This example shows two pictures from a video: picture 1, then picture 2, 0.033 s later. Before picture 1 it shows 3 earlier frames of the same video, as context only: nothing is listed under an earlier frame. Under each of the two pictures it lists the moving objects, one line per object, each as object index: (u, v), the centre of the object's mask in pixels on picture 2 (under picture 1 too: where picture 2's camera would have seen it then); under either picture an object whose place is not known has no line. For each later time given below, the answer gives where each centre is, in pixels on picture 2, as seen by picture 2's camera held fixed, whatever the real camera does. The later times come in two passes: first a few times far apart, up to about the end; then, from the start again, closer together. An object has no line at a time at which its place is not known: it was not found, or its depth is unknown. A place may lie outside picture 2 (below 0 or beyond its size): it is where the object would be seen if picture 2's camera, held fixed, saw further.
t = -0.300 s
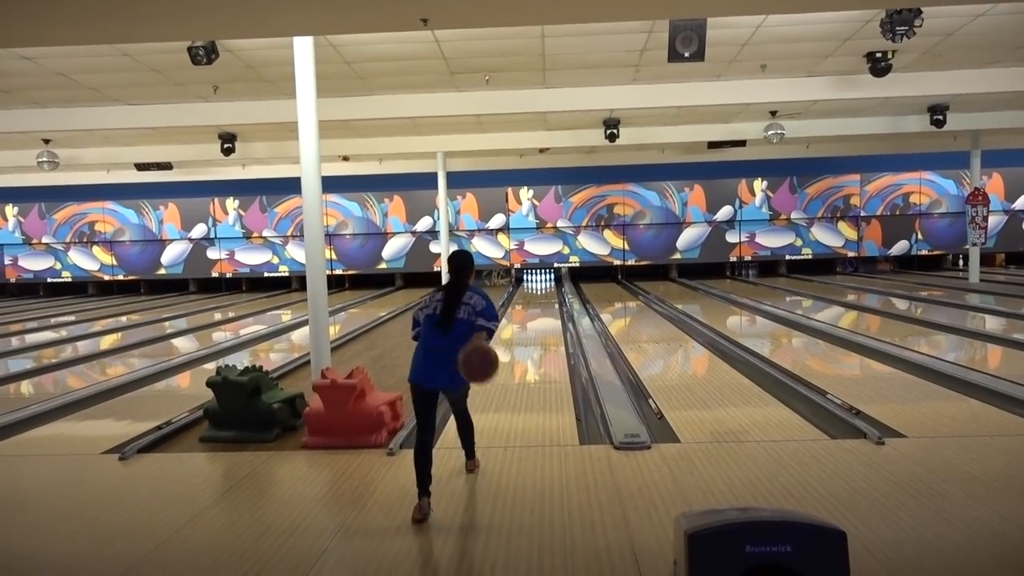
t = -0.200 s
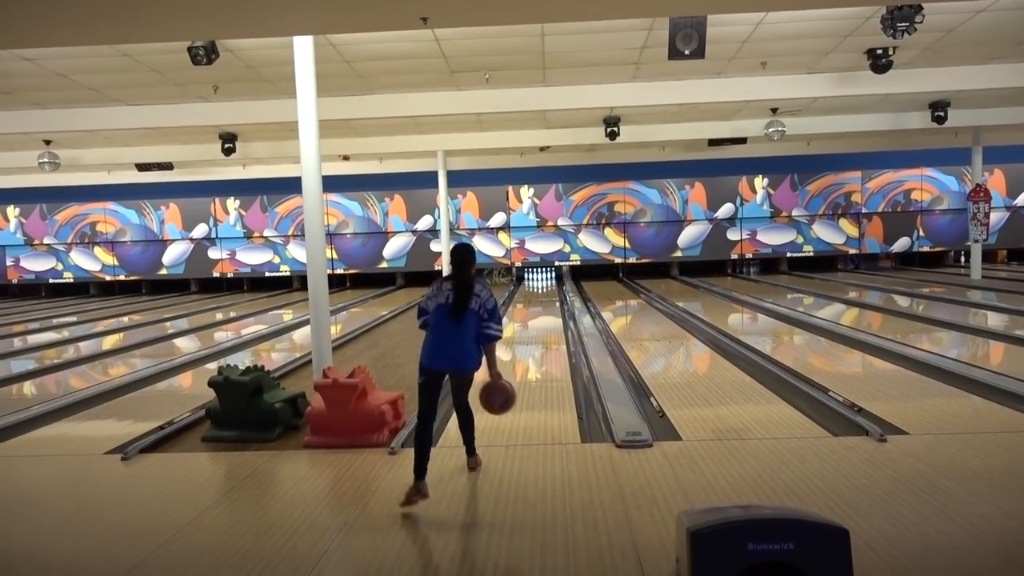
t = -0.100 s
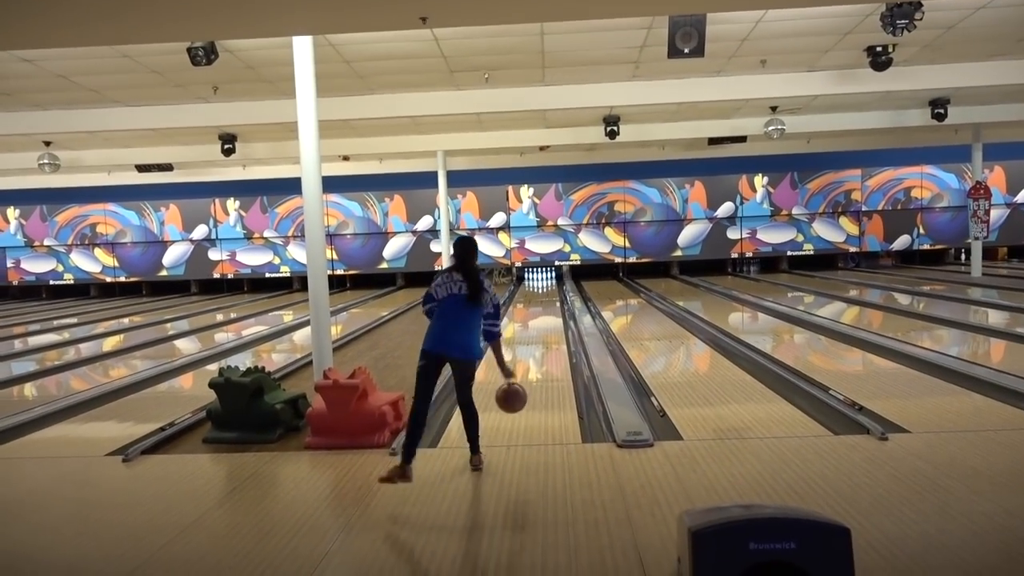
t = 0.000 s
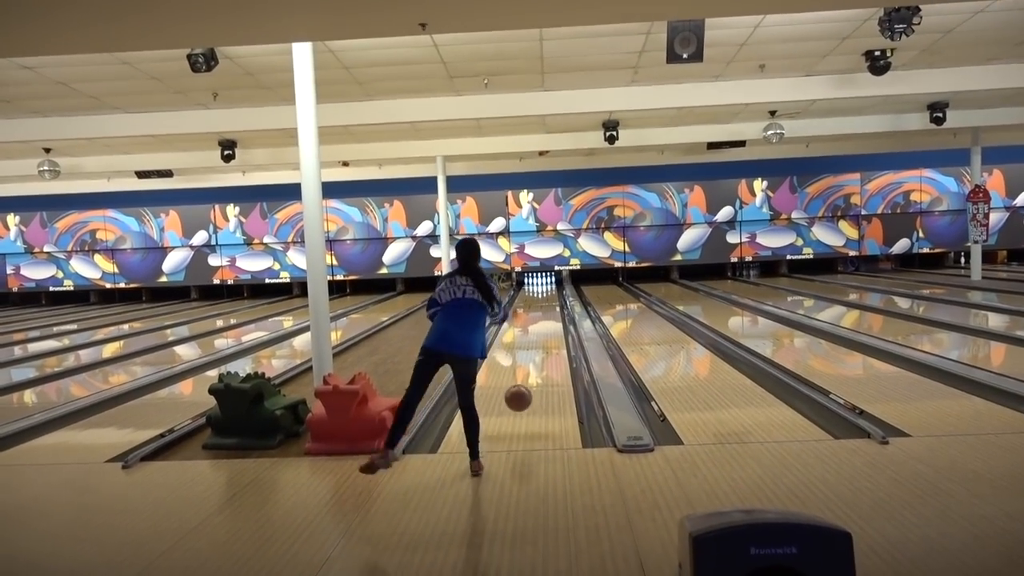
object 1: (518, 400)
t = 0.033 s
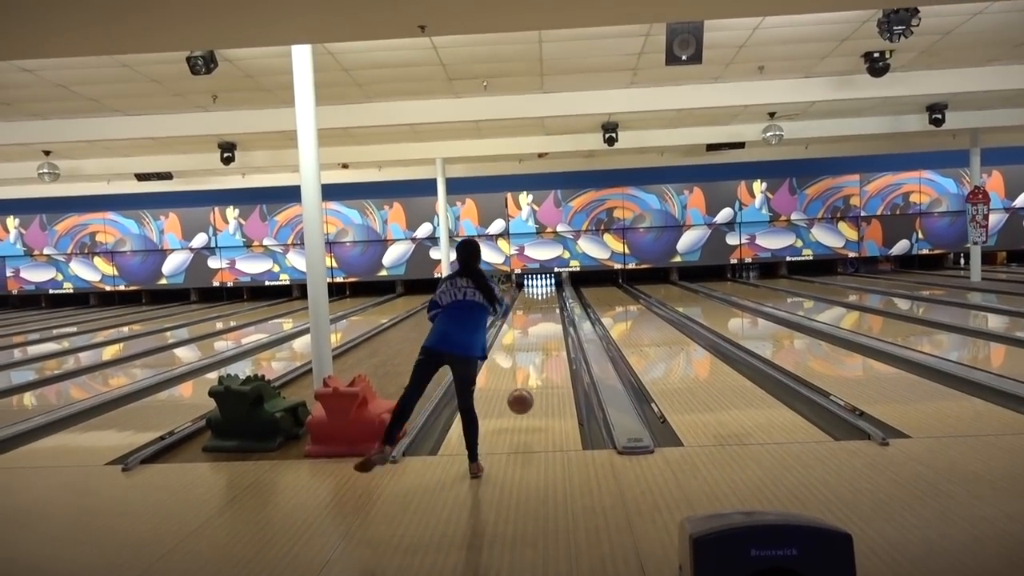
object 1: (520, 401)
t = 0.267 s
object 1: (529, 376)
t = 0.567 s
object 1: (535, 346)
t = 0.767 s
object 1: (537, 333)
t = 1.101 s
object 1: (540, 318)
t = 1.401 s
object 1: (542, 308)
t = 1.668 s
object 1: (542, 302)
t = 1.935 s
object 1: (545, 302)
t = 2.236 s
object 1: (547, 298)
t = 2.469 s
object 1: (548, 296)
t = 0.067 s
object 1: (522, 403)
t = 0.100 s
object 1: (524, 402)
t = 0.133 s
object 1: (525, 394)
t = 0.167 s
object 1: (526, 389)
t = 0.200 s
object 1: (527, 385)
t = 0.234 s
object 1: (528, 381)
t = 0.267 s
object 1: (529, 376)
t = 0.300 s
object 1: (530, 372)
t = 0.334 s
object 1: (530, 368)
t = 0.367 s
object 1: (531, 365)
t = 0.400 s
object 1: (532, 361)
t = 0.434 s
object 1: (532, 358)
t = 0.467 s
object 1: (534, 355)
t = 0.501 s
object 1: (534, 352)
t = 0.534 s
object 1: (535, 349)
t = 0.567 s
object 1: (535, 346)
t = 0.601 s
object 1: (535, 343)
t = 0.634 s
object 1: (536, 341)
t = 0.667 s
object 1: (536, 339)
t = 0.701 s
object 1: (536, 336)
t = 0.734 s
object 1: (537, 335)
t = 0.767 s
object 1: (537, 333)
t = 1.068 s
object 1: (539, 319)
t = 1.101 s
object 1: (540, 318)
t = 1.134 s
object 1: (540, 317)
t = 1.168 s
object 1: (541, 316)
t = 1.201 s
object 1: (541, 315)
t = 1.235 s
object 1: (541, 314)
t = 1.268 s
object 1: (542, 312)
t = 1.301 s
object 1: (542, 311)
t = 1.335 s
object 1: (542, 310)
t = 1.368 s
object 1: (542, 308)
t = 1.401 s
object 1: (542, 308)
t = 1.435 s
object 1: (542, 307)
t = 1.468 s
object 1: (542, 306)
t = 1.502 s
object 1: (542, 306)
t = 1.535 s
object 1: (542, 305)
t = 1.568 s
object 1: (542, 305)
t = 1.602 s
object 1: (542, 304)
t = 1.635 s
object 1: (543, 303)
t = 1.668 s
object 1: (542, 302)
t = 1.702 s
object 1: (543, 302)
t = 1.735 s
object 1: (543, 301)
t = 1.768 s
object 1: (544, 302)
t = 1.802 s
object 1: (544, 302)
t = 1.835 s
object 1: (544, 303)
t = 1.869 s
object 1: (543, 302)
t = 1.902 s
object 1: (543, 302)
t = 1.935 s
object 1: (545, 302)
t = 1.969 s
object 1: (544, 301)
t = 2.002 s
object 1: (544, 300)
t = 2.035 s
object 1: (545, 302)
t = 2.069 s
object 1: (545, 301)
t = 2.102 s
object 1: (545, 301)
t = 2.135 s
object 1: (544, 300)
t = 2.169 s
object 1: (547, 298)
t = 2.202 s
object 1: (547, 298)
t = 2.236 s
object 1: (547, 298)
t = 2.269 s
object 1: (547, 298)
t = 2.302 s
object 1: (547, 298)
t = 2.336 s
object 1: (547, 297)
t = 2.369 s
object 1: (548, 295)
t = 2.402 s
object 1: (548, 294)
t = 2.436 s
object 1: (547, 294)
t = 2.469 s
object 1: (548, 296)
